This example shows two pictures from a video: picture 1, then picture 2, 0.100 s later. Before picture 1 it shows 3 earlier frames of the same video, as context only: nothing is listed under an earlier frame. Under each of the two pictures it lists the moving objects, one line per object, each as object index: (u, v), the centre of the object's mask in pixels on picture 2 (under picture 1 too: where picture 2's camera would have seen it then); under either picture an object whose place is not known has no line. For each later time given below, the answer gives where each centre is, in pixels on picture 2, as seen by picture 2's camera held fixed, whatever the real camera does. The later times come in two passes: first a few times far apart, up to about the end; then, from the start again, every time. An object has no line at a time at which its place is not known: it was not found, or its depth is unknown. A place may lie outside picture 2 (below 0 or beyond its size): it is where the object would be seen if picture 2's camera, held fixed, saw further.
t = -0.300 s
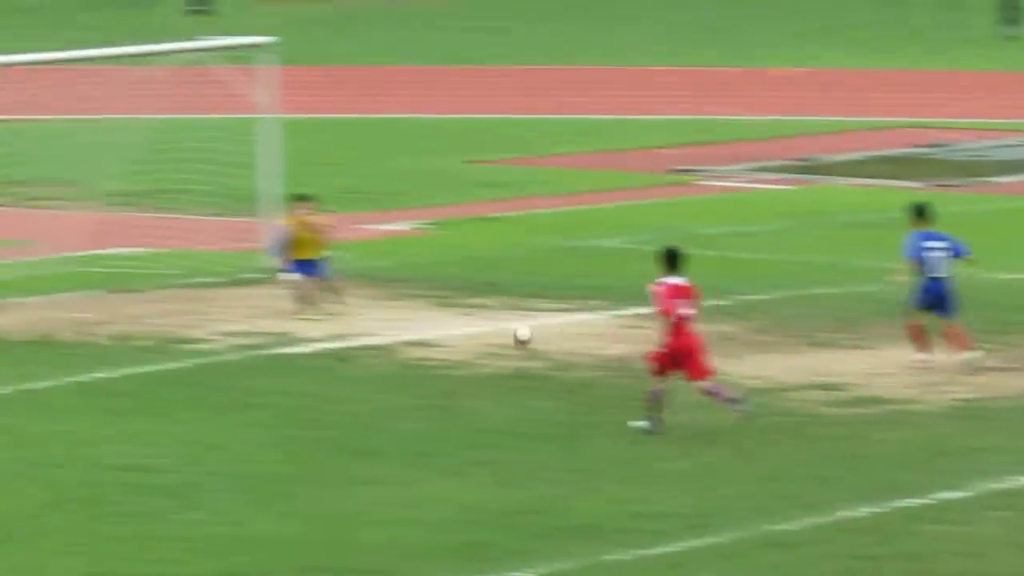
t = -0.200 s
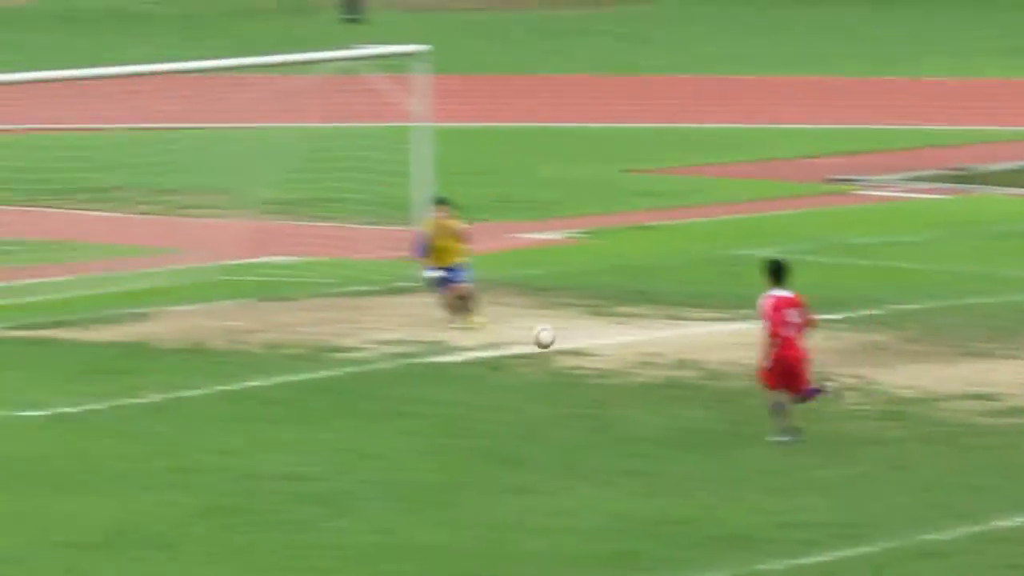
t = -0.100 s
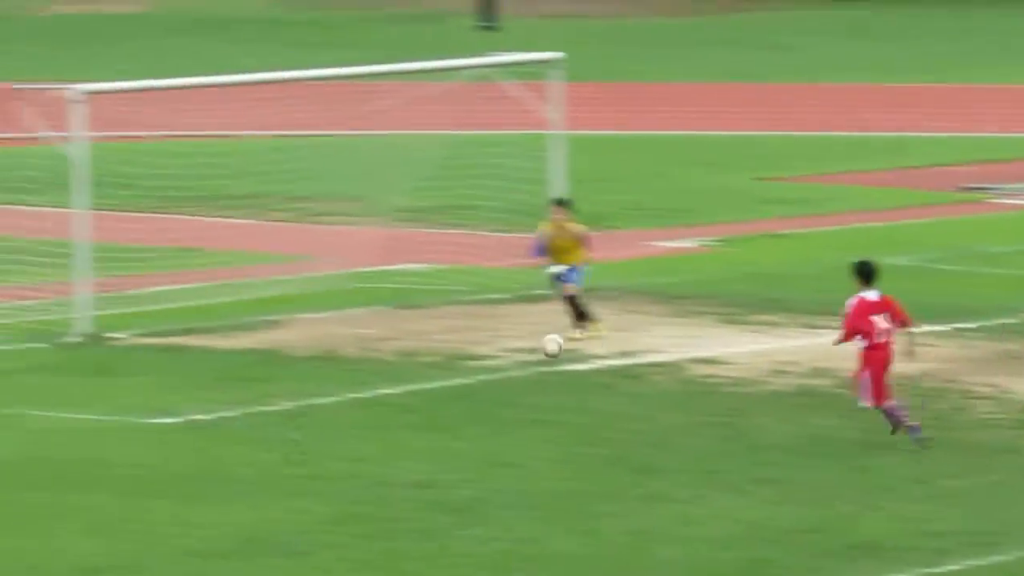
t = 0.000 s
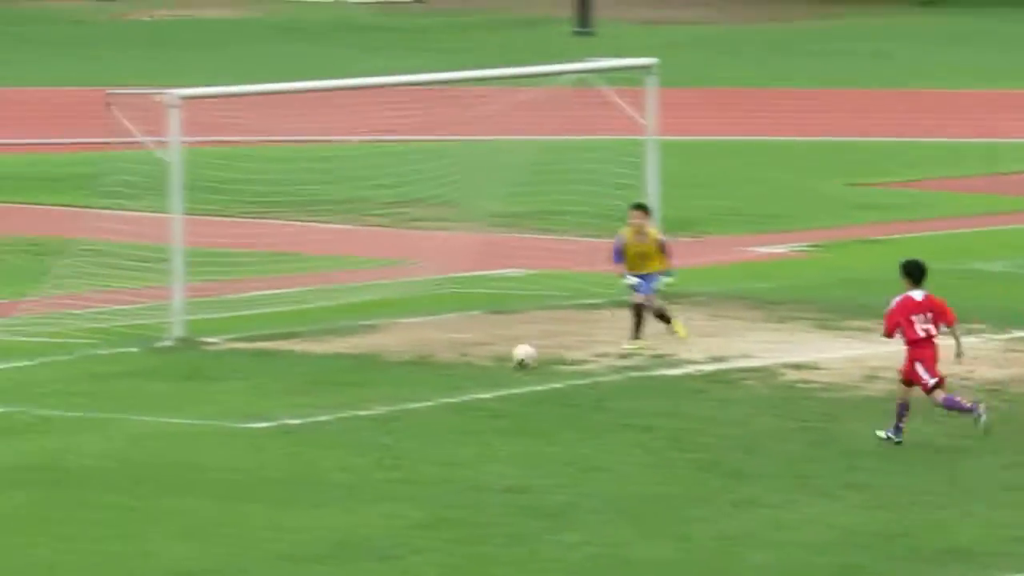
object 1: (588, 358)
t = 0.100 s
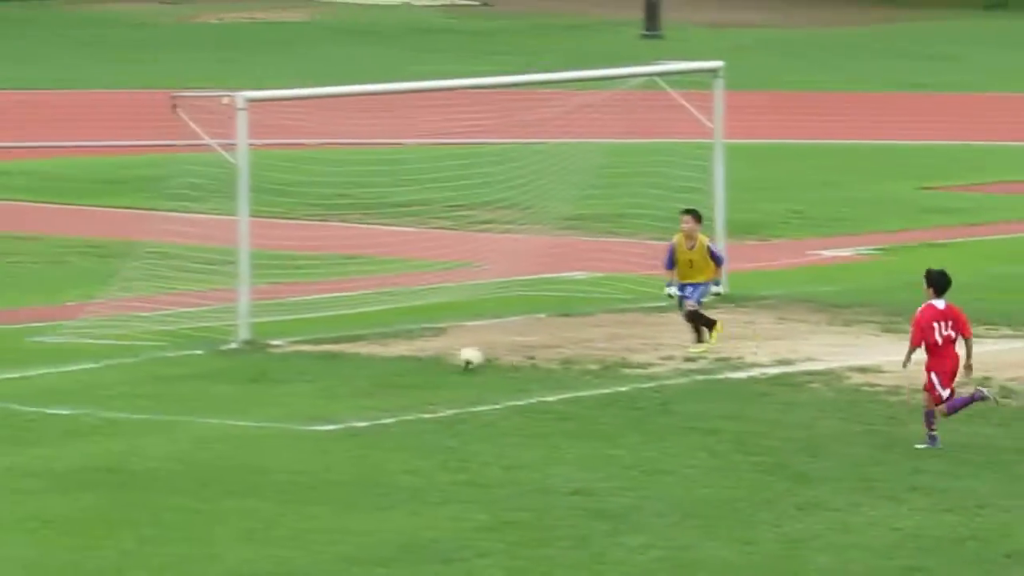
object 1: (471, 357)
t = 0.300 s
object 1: (234, 348)
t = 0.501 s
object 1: (11, 365)
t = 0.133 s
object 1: (428, 361)
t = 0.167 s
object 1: (390, 361)
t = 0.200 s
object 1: (352, 355)
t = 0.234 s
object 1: (310, 349)
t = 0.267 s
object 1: (274, 347)
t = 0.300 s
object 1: (234, 348)
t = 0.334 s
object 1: (197, 348)
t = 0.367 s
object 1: (158, 351)
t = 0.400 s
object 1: (123, 353)
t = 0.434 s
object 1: (85, 359)
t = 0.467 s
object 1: (49, 364)
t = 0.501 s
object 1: (11, 365)
